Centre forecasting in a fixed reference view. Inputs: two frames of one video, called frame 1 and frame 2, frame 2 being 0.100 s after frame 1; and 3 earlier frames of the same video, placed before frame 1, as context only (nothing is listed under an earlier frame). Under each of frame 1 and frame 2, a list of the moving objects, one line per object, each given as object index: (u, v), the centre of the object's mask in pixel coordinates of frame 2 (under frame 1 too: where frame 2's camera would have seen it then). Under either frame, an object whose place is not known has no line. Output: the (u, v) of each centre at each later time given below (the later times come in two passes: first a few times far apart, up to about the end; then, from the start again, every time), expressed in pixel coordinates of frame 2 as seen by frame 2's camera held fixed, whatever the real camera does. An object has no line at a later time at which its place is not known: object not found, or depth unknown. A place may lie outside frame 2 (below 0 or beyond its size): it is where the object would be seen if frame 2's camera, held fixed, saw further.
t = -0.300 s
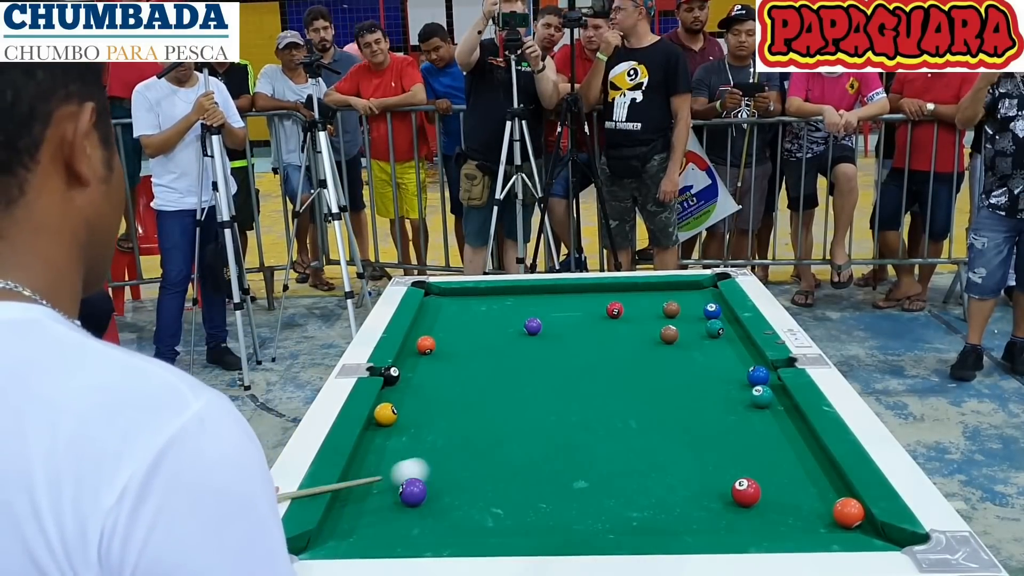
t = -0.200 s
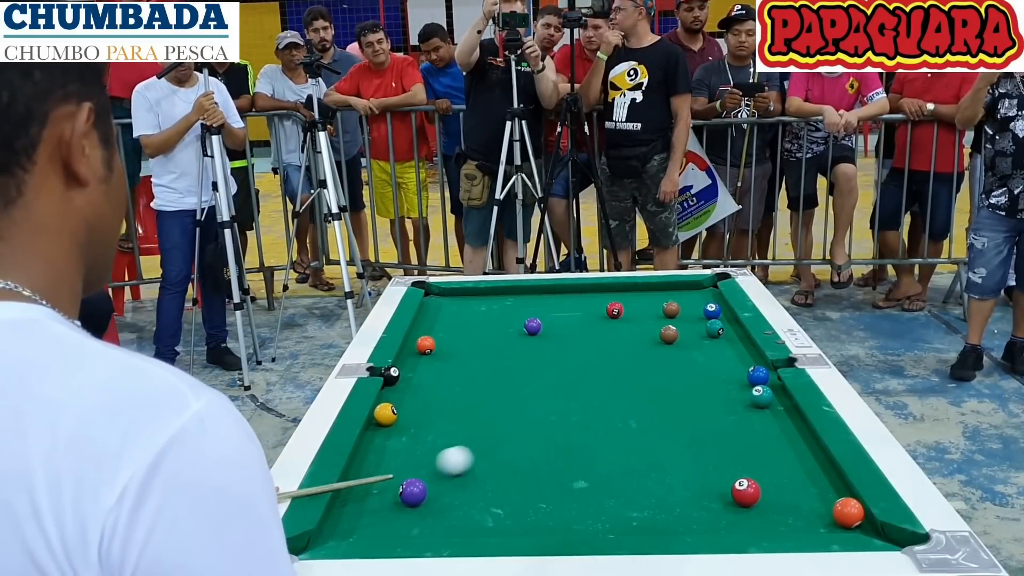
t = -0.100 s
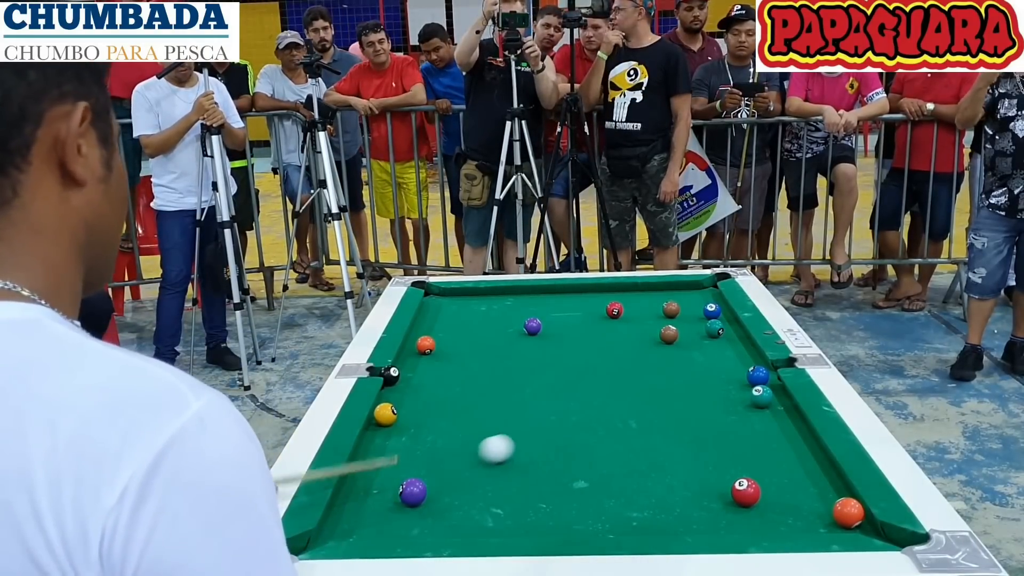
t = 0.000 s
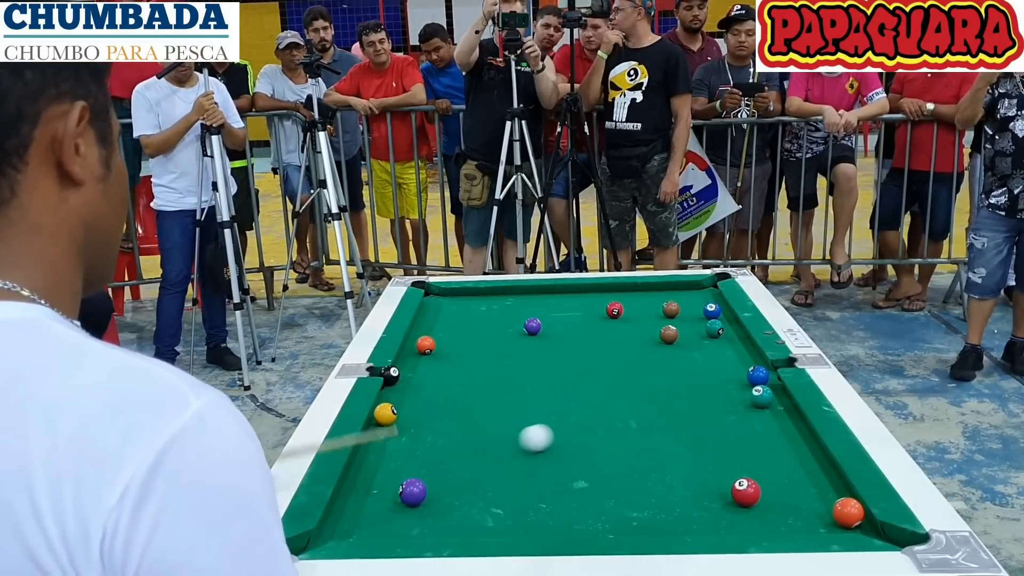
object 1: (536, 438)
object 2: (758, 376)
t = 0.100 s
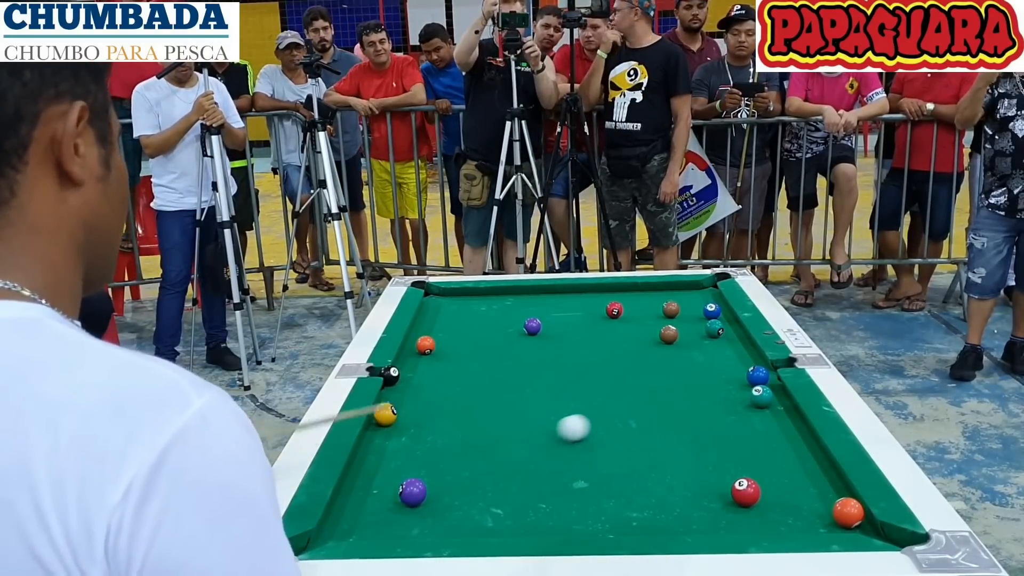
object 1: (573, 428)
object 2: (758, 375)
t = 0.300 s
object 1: (643, 409)
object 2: (758, 375)
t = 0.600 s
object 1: (735, 385)
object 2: (758, 375)
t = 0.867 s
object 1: (759, 379)
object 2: (771, 367)
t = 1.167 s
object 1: (730, 381)
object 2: (744, 364)
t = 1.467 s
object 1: (707, 380)
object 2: (720, 360)
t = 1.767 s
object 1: (688, 380)
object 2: (701, 356)
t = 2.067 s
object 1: (673, 379)
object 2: (686, 353)
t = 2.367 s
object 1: (663, 378)
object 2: (675, 350)
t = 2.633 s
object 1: (658, 378)
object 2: (668, 349)
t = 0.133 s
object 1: (585, 424)
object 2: (758, 375)
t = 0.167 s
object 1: (597, 422)
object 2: (758, 376)
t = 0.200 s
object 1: (609, 419)
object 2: (758, 375)
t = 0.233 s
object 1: (620, 415)
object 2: (758, 375)
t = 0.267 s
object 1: (632, 412)
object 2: (758, 375)
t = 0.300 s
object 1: (643, 409)
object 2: (758, 375)
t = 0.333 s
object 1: (654, 407)
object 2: (758, 375)
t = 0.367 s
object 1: (664, 404)
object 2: (758, 375)
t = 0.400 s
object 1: (675, 401)
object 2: (758, 375)
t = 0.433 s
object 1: (686, 398)
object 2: (758, 375)
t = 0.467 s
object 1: (696, 396)
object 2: (758, 375)
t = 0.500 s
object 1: (706, 393)
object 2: (758, 375)
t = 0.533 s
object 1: (716, 390)
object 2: (758, 375)
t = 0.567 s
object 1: (726, 388)
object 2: (758, 375)
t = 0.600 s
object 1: (735, 385)
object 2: (758, 375)
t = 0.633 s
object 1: (745, 382)
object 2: (761, 373)
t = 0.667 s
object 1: (751, 381)
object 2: (763, 370)
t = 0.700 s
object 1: (758, 380)
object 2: (767, 367)
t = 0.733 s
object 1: (766, 379)
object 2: (769, 364)
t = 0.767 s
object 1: (770, 380)
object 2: (771, 364)
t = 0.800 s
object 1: (766, 379)
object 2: (773, 364)
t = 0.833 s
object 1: (763, 379)
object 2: (773, 366)
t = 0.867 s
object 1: (759, 379)
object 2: (771, 367)
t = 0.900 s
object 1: (755, 379)
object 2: (769, 367)
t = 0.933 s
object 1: (751, 380)
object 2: (766, 367)
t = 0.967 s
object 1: (748, 380)
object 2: (762, 366)
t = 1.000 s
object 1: (745, 381)
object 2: (759, 366)
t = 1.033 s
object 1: (743, 381)
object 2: (756, 366)
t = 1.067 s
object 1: (739, 381)
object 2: (753, 365)
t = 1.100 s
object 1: (736, 381)
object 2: (750, 364)
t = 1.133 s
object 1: (733, 381)
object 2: (747, 364)
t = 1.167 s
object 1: (730, 381)
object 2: (744, 364)
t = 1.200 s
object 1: (727, 381)
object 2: (741, 363)
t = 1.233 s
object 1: (724, 381)
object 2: (738, 362)
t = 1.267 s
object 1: (722, 380)
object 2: (735, 362)
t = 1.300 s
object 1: (719, 380)
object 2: (732, 362)
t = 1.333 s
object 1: (717, 380)
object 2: (730, 361)
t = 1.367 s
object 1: (714, 380)
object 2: (727, 361)
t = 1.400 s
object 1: (712, 380)
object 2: (725, 360)
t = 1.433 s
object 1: (709, 380)
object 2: (722, 360)
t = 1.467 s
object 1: (707, 380)
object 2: (720, 360)
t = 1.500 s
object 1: (704, 380)
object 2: (717, 359)
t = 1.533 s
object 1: (702, 380)
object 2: (715, 359)
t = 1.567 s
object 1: (700, 380)
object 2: (713, 358)
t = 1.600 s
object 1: (697, 380)
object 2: (711, 358)
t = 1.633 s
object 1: (695, 380)
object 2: (708, 357)
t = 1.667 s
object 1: (693, 380)
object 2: (706, 357)
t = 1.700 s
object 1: (691, 380)
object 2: (705, 357)
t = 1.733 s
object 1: (689, 379)
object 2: (703, 356)
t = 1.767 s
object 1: (688, 380)
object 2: (701, 356)
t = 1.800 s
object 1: (686, 379)
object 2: (699, 355)
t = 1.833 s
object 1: (684, 379)
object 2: (697, 355)
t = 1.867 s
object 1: (682, 379)
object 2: (695, 355)
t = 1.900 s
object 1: (681, 379)
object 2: (694, 354)
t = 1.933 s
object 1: (679, 379)
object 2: (692, 354)
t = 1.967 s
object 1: (677, 379)
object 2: (690, 354)
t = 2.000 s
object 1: (676, 379)
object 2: (689, 353)
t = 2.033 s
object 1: (674, 379)
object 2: (687, 353)
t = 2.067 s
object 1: (673, 379)
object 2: (686, 353)
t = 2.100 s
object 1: (672, 379)
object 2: (685, 352)
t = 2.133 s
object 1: (671, 379)
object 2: (684, 352)
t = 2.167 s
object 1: (669, 379)
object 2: (682, 352)
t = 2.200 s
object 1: (668, 379)
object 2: (681, 352)
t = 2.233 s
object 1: (667, 379)
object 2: (680, 351)
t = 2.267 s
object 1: (666, 379)
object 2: (678, 351)
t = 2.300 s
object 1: (665, 379)
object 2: (677, 351)
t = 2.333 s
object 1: (664, 379)
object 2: (676, 351)
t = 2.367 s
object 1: (663, 378)
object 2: (675, 350)
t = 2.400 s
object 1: (662, 378)
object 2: (674, 350)
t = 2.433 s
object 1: (662, 378)
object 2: (673, 350)
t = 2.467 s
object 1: (661, 378)
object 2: (672, 350)
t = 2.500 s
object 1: (660, 378)
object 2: (672, 350)
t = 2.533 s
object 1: (660, 378)
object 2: (671, 350)
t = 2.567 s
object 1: (659, 378)
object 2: (670, 350)
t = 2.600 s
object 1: (659, 378)
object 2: (669, 349)
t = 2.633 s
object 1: (658, 378)
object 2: (668, 349)
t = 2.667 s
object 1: (658, 378)
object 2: (668, 349)
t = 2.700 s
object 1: (658, 378)
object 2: (667, 349)
